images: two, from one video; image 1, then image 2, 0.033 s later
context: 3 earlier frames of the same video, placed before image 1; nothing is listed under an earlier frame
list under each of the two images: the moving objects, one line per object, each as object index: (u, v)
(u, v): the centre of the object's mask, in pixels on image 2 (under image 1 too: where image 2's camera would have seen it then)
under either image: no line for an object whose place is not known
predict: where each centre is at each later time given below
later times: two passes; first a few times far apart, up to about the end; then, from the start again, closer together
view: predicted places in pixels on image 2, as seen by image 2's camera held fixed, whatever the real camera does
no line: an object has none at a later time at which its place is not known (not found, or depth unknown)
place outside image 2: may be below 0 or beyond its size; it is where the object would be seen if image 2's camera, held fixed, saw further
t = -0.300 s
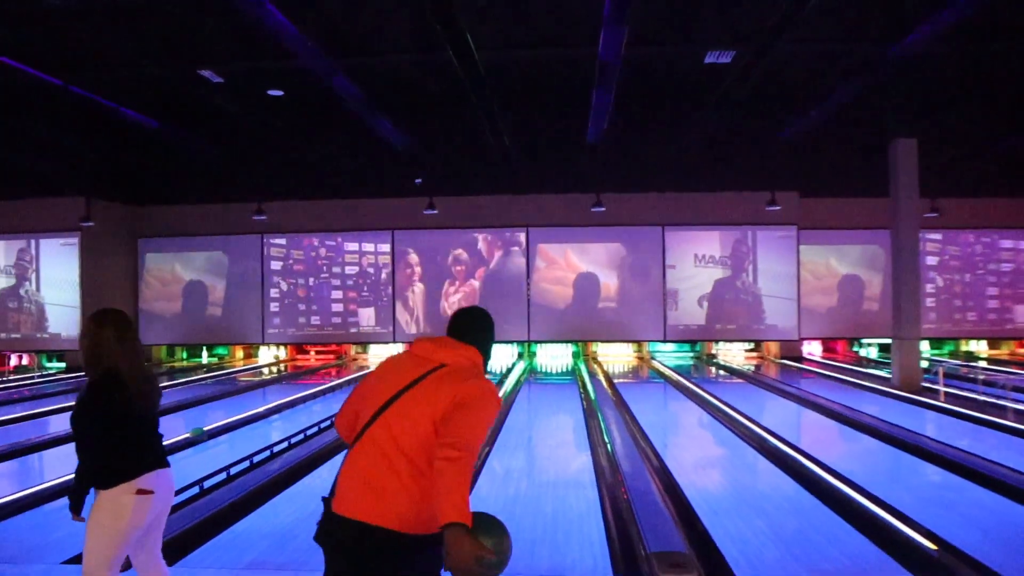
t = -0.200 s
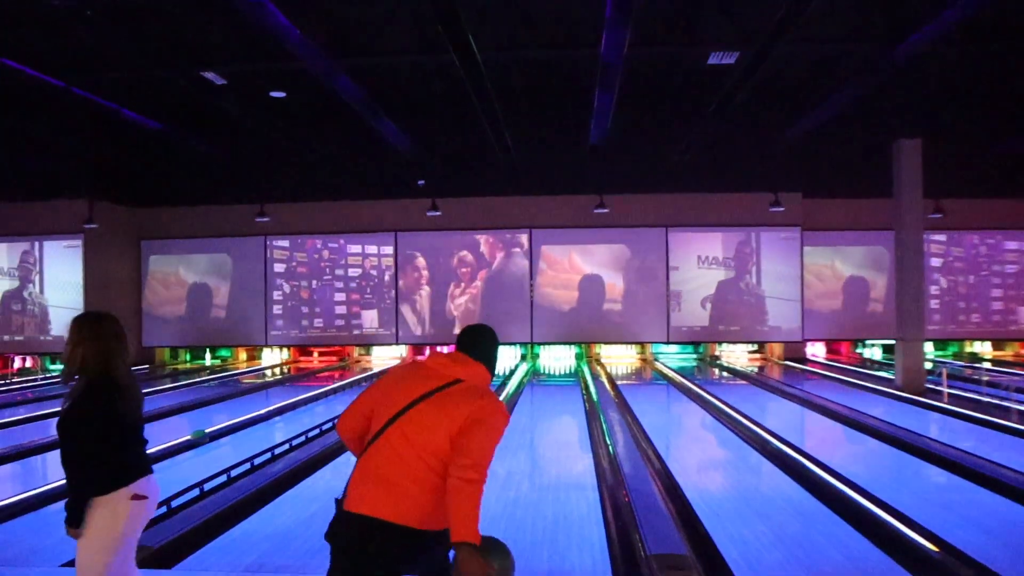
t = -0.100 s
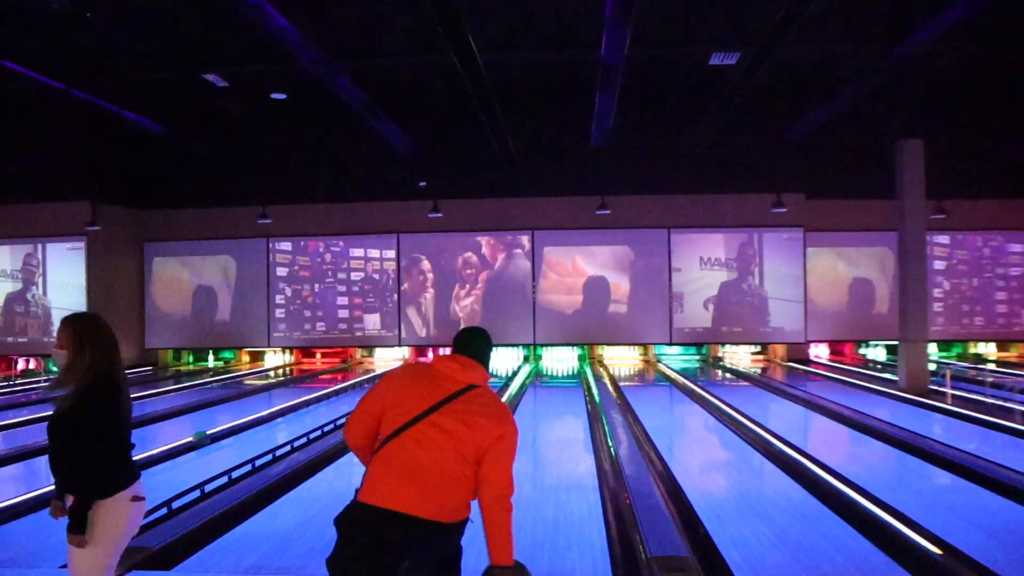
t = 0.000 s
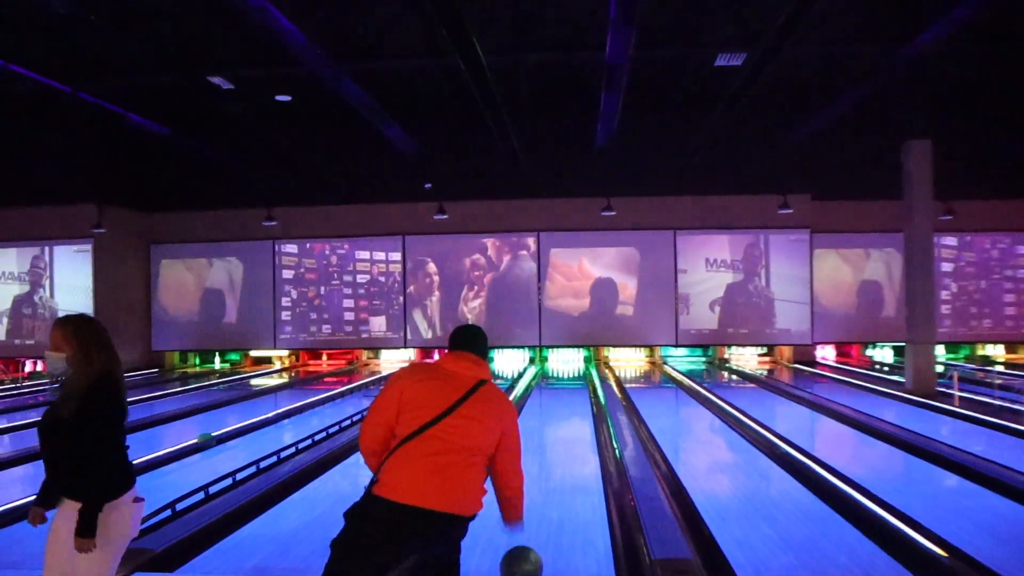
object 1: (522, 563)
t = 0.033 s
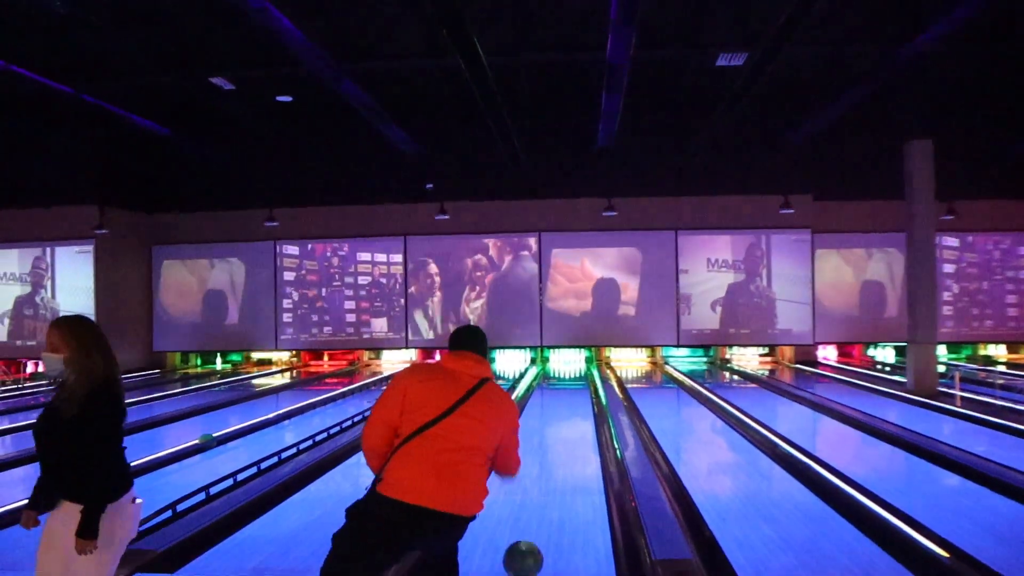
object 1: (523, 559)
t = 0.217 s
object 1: (527, 509)
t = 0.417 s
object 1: (529, 469)
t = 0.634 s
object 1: (530, 438)
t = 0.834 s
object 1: (531, 419)
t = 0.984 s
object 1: (531, 408)
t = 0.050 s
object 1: (523, 557)
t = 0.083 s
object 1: (524, 554)
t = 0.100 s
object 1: (524, 554)
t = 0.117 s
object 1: (525, 546)
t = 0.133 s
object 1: (525, 538)
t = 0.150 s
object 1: (526, 531)
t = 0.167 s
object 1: (526, 524)
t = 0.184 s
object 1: (526, 519)
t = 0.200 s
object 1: (526, 513)
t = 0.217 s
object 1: (527, 509)
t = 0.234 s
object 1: (527, 505)
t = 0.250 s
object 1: (527, 501)
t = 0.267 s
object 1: (527, 498)
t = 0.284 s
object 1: (528, 496)
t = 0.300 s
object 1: (528, 492)
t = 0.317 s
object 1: (528, 488)
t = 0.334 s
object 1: (528, 483)
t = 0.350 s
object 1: (528, 480)
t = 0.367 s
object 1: (528, 477)
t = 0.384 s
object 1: (528, 474)
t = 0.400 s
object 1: (528, 472)
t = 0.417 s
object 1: (529, 469)
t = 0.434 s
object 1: (529, 466)
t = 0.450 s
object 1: (529, 463)
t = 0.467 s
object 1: (529, 461)
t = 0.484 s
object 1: (529, 458)
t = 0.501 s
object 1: (530, 456)
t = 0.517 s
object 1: (530, 453)
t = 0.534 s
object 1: (530, 451)
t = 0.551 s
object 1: (530, 449)
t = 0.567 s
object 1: (530, 446)
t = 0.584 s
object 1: (530, 444)
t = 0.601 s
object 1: (530, 442)
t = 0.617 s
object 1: (530, 440)
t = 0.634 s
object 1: (530, 438)
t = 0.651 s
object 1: (530, 437)
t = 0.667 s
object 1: (530, 435)
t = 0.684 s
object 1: (530, 433)
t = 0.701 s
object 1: (530, 431)
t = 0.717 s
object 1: (531, 430)
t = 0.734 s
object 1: (531, 428)
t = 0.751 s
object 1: (531, 427)
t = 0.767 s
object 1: (531, 425)
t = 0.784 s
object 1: (531, 423)
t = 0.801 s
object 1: (531, 422)
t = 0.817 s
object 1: (531, 420)
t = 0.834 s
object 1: (531, 419)
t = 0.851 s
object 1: (531, 418)
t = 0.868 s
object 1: (531, 416)
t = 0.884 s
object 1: (531, 415)
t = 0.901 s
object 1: (531, 414)
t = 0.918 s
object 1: (531, 412)
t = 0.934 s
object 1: (531, 411)
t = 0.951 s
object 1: (531, 410)
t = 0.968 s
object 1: (531, 409)
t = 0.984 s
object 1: (531, 408)
